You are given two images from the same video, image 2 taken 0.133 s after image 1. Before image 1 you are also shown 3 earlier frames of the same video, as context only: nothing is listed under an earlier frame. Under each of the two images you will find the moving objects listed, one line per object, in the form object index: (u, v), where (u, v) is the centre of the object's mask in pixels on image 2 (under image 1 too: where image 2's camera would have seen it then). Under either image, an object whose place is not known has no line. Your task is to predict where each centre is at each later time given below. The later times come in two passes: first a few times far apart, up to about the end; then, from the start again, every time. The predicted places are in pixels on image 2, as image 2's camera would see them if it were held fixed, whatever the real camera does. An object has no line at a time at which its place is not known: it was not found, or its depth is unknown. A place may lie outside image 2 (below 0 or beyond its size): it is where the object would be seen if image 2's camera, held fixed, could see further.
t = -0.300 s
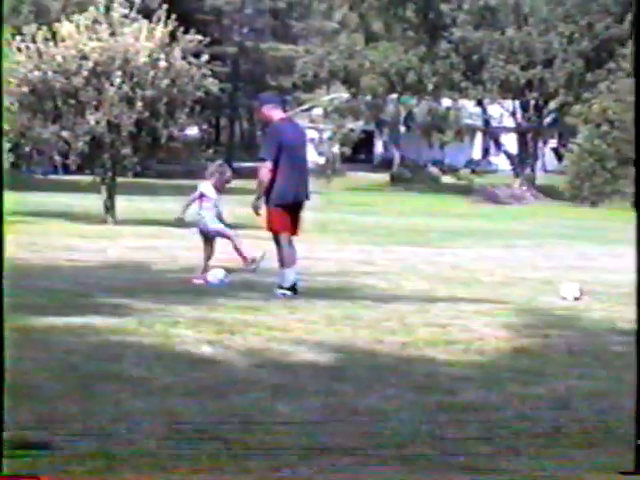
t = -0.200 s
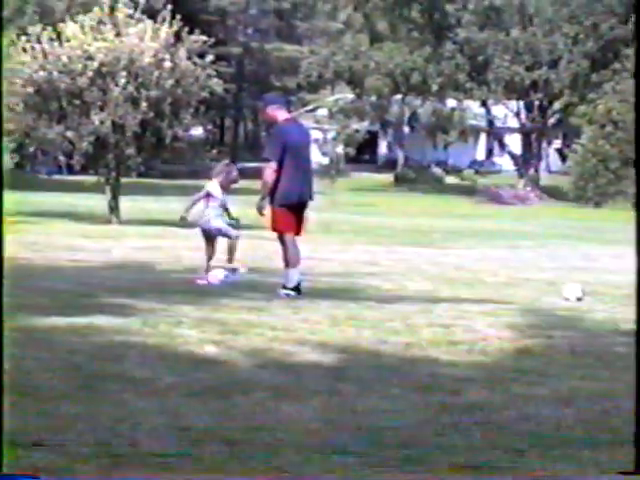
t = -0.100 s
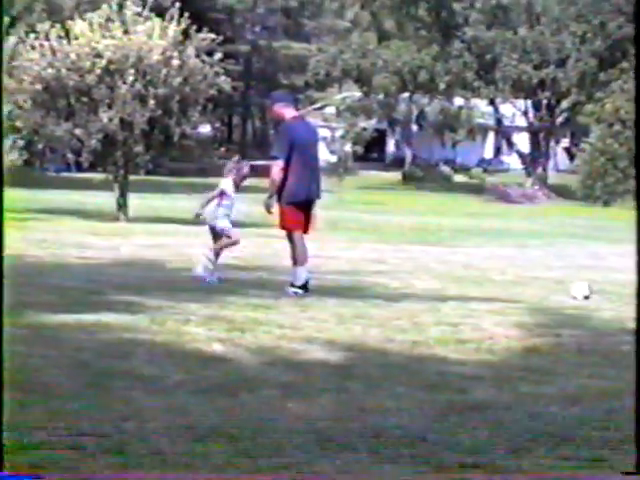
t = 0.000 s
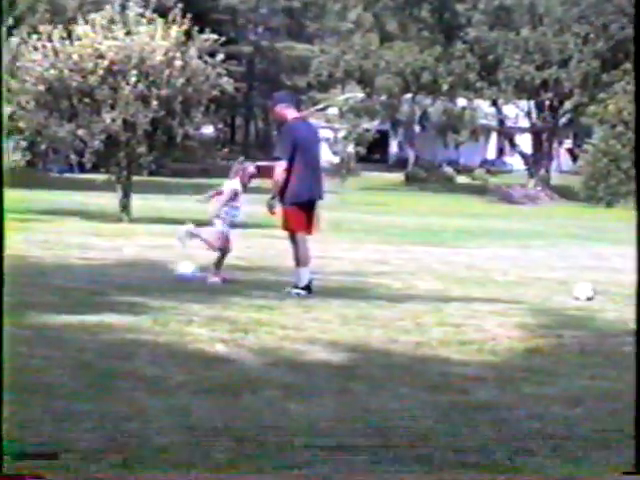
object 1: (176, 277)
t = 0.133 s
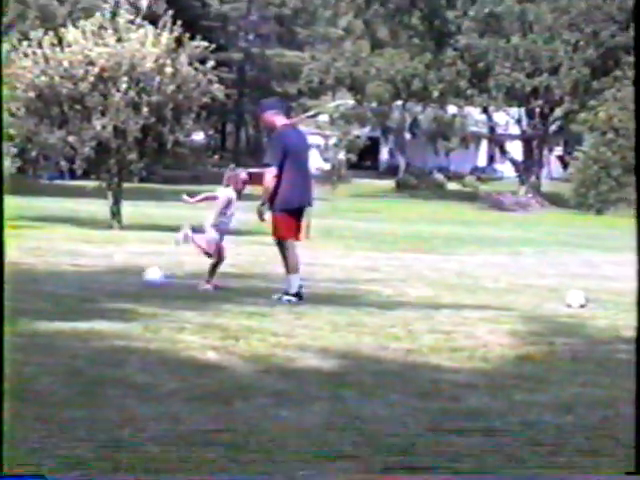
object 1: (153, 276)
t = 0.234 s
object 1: (138, 275)
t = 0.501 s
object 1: (103, 274)
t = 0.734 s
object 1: (84, 274)
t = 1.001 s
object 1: (72, 274)
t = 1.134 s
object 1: (70, 274)
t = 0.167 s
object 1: (147, 275)
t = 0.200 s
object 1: (143, 275)
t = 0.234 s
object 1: (138, 275)
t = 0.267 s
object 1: (134, 274)
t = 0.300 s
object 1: (130, 274)
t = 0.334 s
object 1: (125, 275)
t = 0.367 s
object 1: (119, 276)
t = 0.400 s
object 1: (116, 275)
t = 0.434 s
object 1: (111, 275)
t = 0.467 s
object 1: (107, 275)
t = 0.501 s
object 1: (103, 274)
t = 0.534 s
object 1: (100, 273)
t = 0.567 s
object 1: (96, 274)
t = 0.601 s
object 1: (94, 274)
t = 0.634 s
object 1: (91, 274)
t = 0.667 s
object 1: (89, 274)
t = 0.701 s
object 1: (86, 274)
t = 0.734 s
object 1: (84, 274)
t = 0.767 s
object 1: (81, 273)
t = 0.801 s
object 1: (80, 274)
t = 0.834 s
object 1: (80, 274)
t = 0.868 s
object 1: (76, 274)
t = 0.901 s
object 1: (75, 274)
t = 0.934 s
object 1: (74, 274)
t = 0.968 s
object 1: (73, 274)
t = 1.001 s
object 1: (72, 274)
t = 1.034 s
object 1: (72, 274)
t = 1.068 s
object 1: (70, 274)
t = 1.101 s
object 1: (71, 274)
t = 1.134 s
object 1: (70, 274)
